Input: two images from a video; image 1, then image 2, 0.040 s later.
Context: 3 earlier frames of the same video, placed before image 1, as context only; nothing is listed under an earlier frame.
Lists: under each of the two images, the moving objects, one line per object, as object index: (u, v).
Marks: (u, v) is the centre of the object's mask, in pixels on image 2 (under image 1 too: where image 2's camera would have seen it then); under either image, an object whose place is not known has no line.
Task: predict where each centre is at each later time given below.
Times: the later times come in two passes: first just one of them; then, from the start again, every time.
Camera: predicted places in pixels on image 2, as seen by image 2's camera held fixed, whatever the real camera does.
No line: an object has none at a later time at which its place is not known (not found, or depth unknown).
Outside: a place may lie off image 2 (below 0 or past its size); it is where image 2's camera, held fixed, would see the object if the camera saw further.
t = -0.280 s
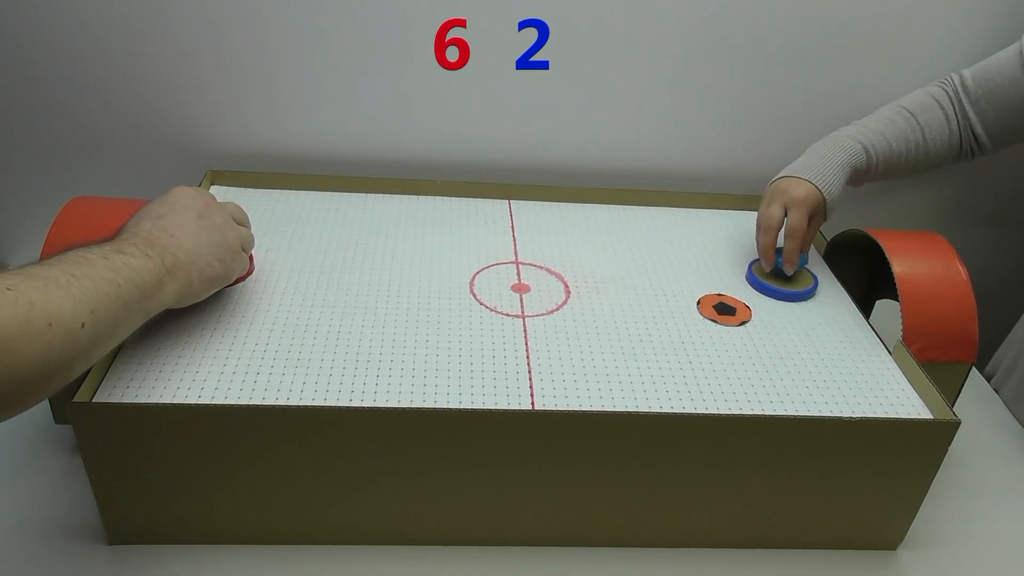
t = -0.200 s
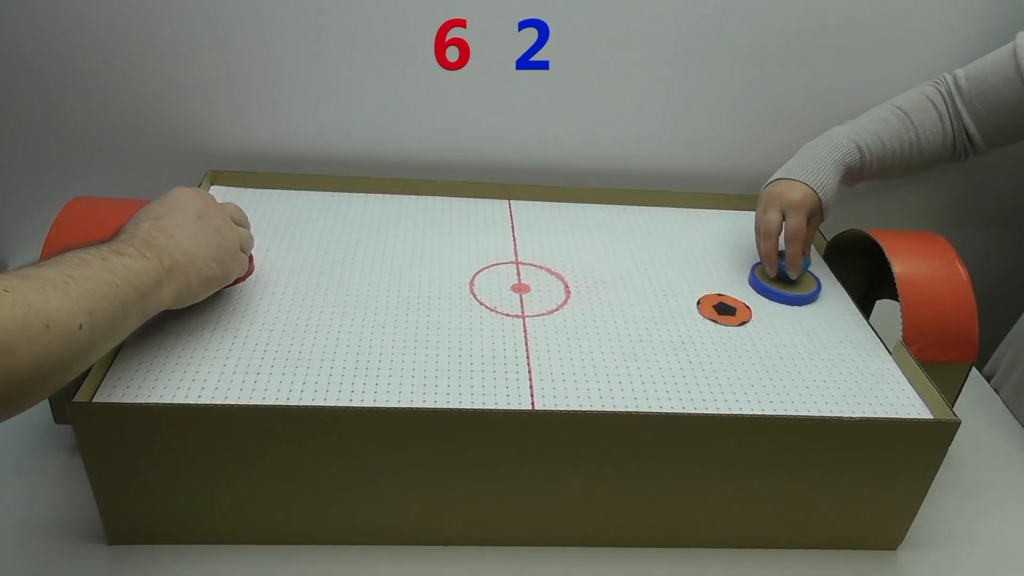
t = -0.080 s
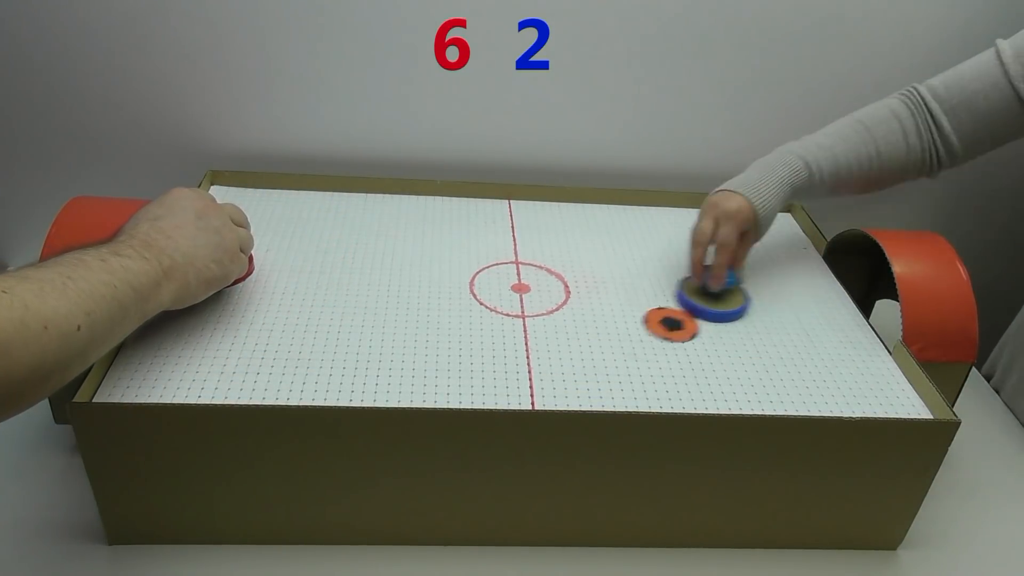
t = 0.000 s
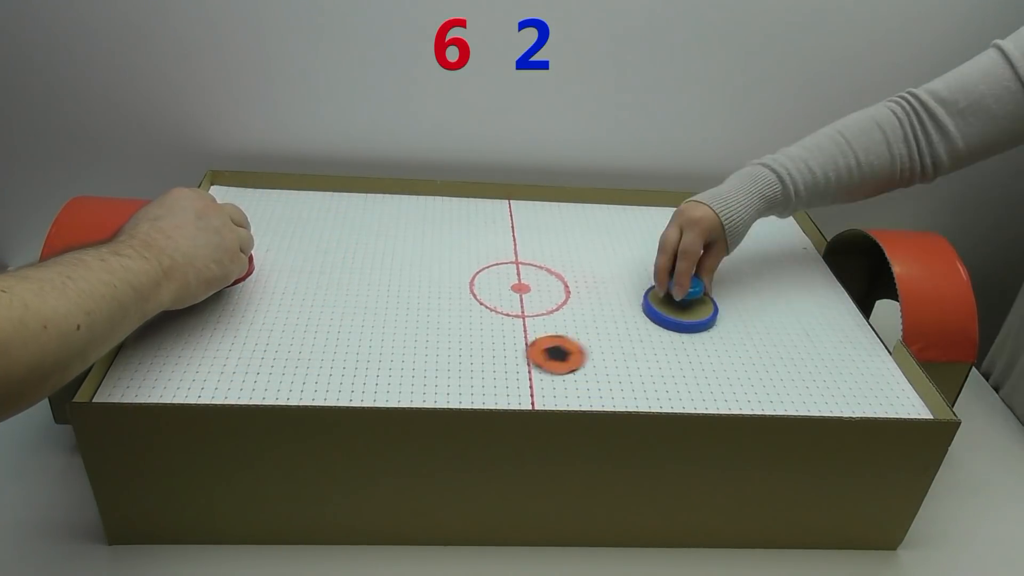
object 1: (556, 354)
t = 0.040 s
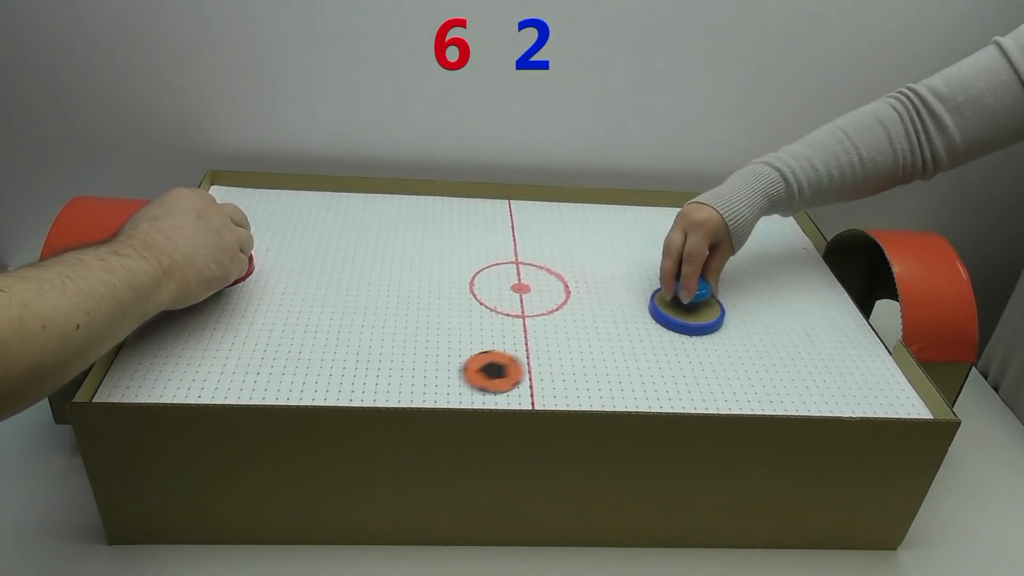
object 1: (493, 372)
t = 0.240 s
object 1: (224, 367)
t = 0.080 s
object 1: (425, 389)
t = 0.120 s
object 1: (363, 392)
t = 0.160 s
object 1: (314, 386)
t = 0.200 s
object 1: (268, 377)
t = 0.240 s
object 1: (224, 367)
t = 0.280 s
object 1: (179, 358)
